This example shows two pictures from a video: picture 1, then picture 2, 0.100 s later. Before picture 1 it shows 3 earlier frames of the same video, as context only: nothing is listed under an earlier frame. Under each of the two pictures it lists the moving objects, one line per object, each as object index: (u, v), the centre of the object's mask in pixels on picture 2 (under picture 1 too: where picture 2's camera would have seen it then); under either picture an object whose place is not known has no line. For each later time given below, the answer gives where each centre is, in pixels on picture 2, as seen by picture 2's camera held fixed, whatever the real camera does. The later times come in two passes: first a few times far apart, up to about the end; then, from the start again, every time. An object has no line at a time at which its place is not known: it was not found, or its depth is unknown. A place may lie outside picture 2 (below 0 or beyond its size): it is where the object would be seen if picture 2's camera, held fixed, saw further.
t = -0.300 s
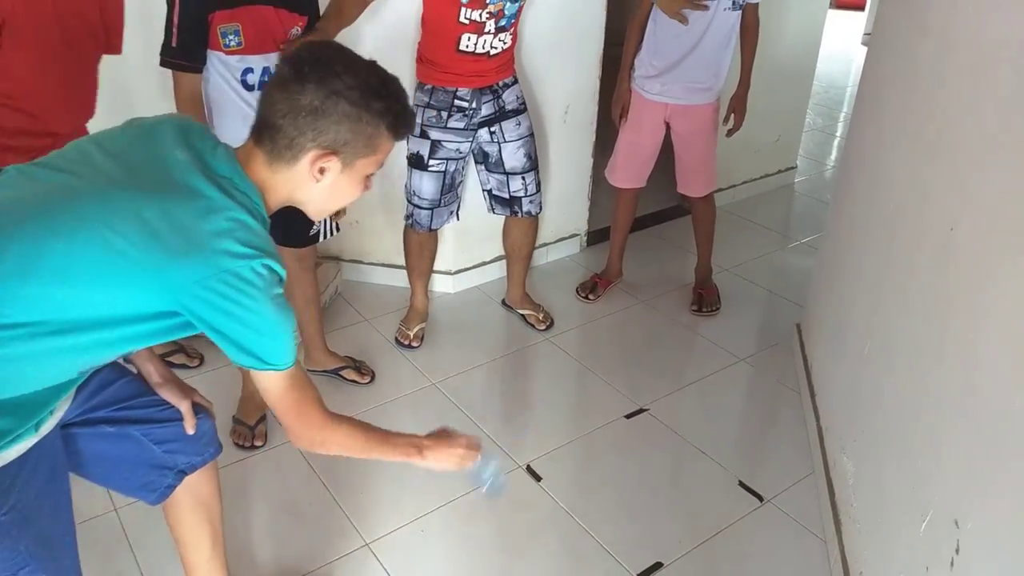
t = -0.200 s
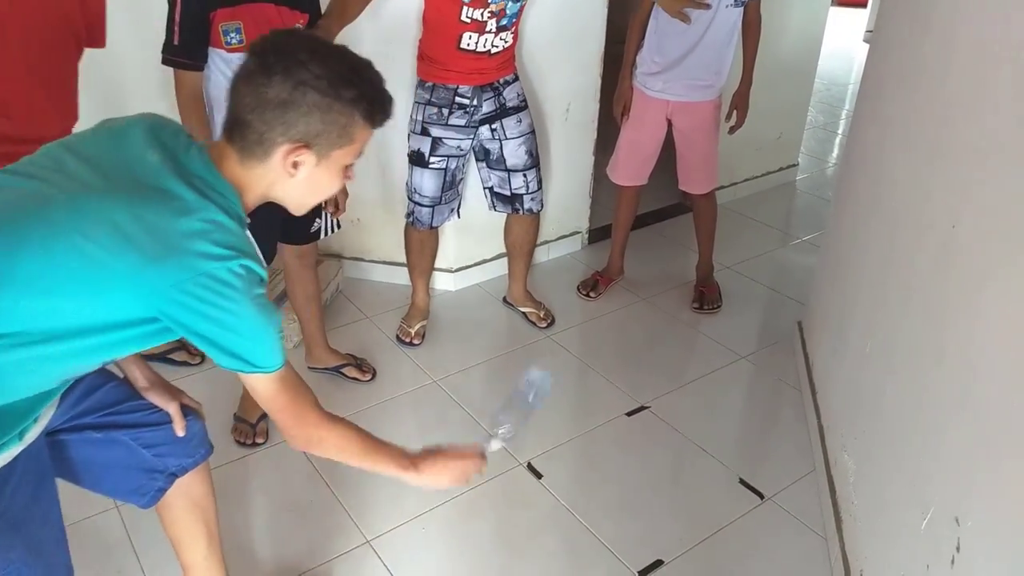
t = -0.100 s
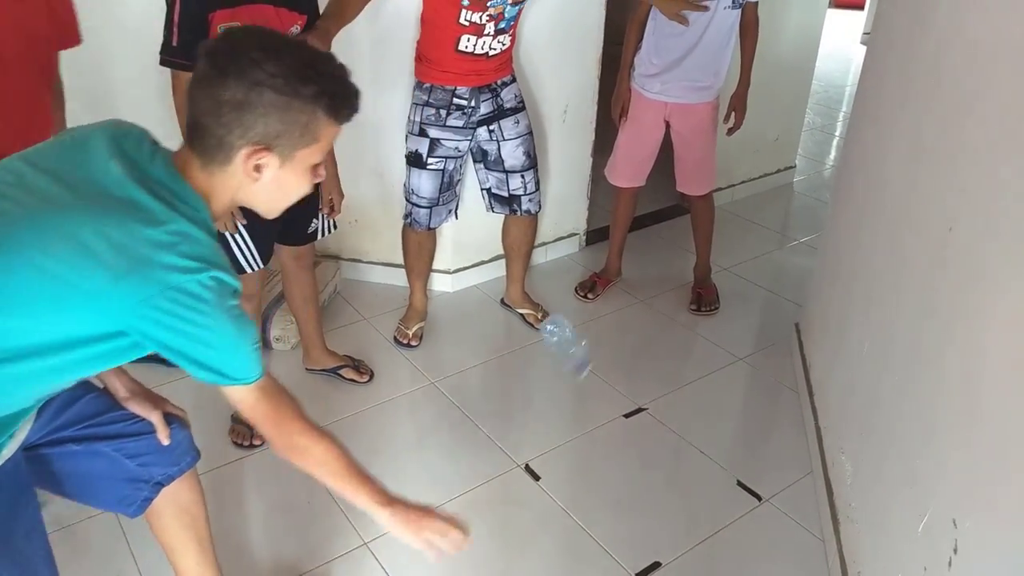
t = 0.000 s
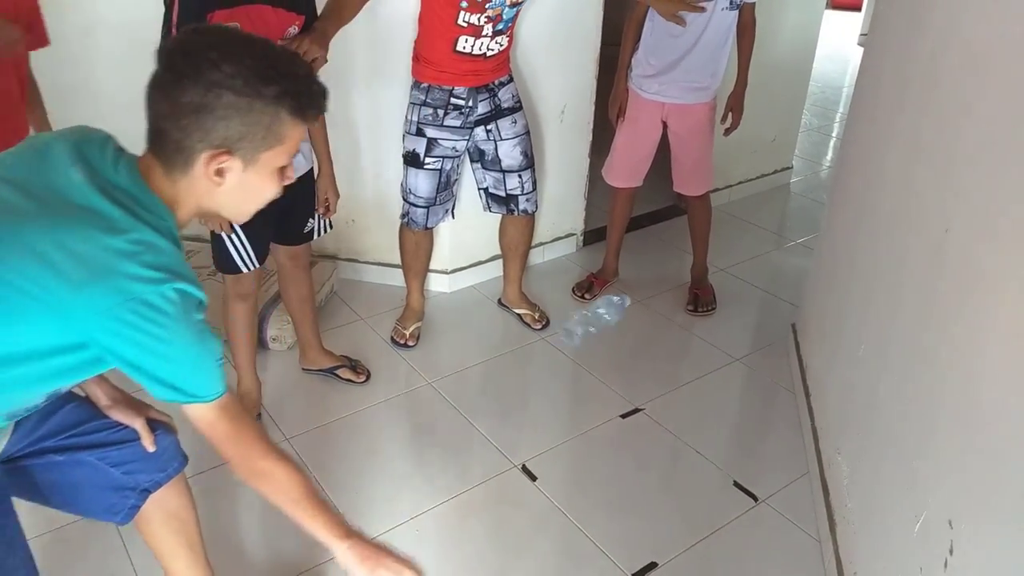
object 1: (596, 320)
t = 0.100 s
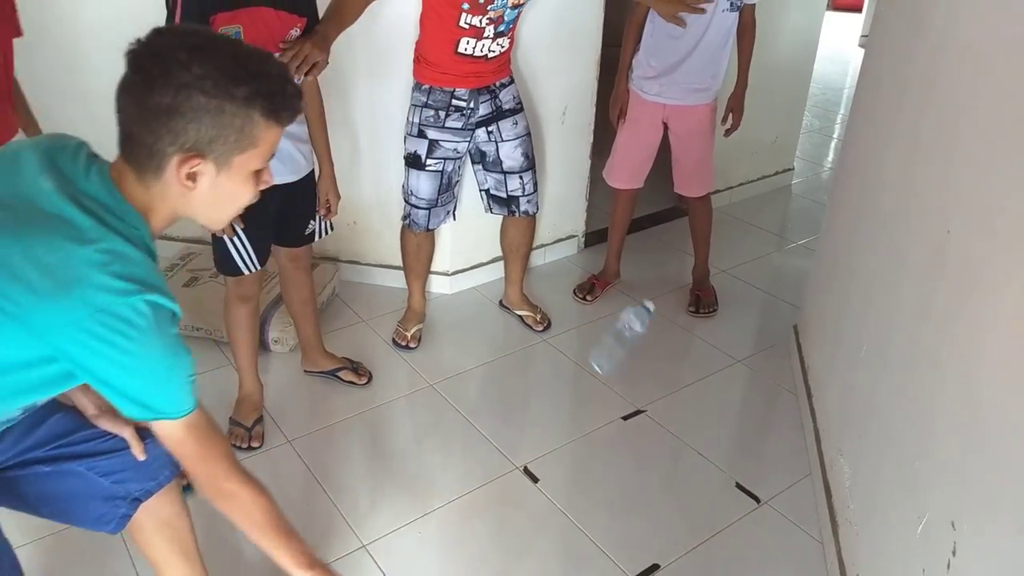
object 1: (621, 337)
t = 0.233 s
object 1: (646, 410)
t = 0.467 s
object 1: (677, 449)
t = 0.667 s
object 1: (694, 459)
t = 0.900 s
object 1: (702, 462)
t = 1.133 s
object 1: (698, 461)
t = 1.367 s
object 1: (695, 459)
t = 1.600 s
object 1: (695, 460)
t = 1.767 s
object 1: (699, 458)
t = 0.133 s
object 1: (630, 350)
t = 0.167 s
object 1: (637, 366)
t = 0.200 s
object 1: (640, 387)
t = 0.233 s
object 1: (646, 410)
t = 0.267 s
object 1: (651, 438)
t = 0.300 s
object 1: (654, 455)
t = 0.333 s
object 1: (659, 454)
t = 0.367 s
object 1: (663, 451)
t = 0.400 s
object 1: (667, 449)
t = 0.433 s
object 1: (673, 448)
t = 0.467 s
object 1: (677, 449)
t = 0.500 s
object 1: (682, 451)
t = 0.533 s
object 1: (686, 456)
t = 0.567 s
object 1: (689, 456)
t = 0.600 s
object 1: (692, 457)
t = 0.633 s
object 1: (693, 458)
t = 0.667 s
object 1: (694, 459)
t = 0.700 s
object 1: (695, 459)
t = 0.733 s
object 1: (696, 459)
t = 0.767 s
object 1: (697, 460)
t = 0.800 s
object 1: (699, 460)
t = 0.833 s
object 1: (701, 462)
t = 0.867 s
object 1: (701, 462)
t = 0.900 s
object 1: (702, 462)
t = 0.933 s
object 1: (702, 462)
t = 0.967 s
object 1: (702, 462)
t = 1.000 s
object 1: (702, 462)
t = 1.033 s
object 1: (701, 462)
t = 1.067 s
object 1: (700, 462)
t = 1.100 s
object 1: (700, 461)
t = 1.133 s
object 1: (698, 461)
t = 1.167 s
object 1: (697, 460)
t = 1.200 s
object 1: (696, 460)
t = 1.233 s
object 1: (696, 460)
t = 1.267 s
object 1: (695, 460)
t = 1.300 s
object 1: (695, 459)
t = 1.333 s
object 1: (695, 459)
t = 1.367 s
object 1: (695, 459)
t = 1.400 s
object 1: (695, 459)
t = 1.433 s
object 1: (695, 459)
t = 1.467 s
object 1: (695, 459)
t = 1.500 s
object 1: (695, 460)
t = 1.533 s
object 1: (695, 460)
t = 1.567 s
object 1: (694, 460)
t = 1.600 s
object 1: (695, 460)
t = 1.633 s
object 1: (696, 460)
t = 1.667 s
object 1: (697, 459)
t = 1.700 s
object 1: (698, 458)
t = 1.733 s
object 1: (699, 458)
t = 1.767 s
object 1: (699, 458)
